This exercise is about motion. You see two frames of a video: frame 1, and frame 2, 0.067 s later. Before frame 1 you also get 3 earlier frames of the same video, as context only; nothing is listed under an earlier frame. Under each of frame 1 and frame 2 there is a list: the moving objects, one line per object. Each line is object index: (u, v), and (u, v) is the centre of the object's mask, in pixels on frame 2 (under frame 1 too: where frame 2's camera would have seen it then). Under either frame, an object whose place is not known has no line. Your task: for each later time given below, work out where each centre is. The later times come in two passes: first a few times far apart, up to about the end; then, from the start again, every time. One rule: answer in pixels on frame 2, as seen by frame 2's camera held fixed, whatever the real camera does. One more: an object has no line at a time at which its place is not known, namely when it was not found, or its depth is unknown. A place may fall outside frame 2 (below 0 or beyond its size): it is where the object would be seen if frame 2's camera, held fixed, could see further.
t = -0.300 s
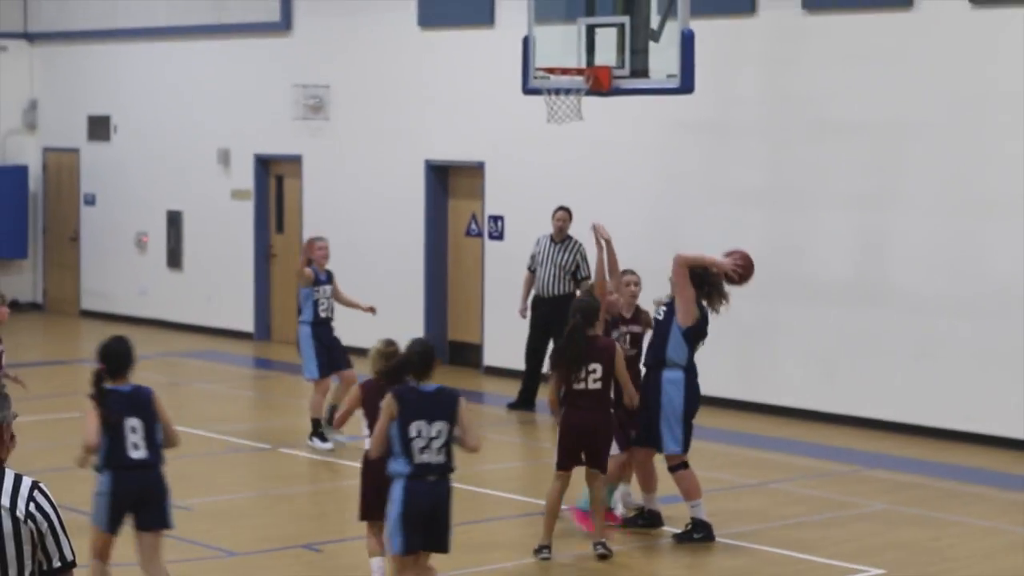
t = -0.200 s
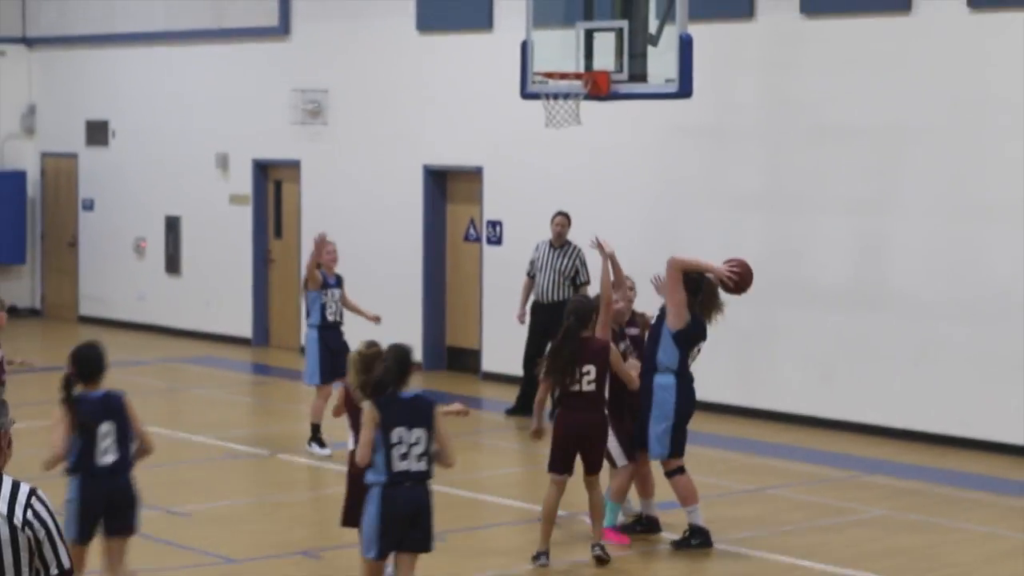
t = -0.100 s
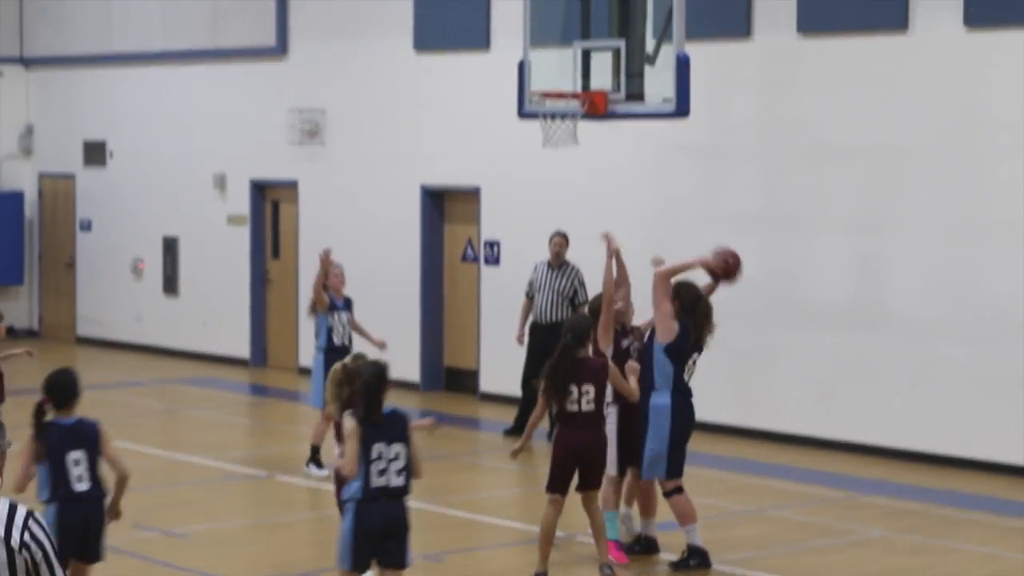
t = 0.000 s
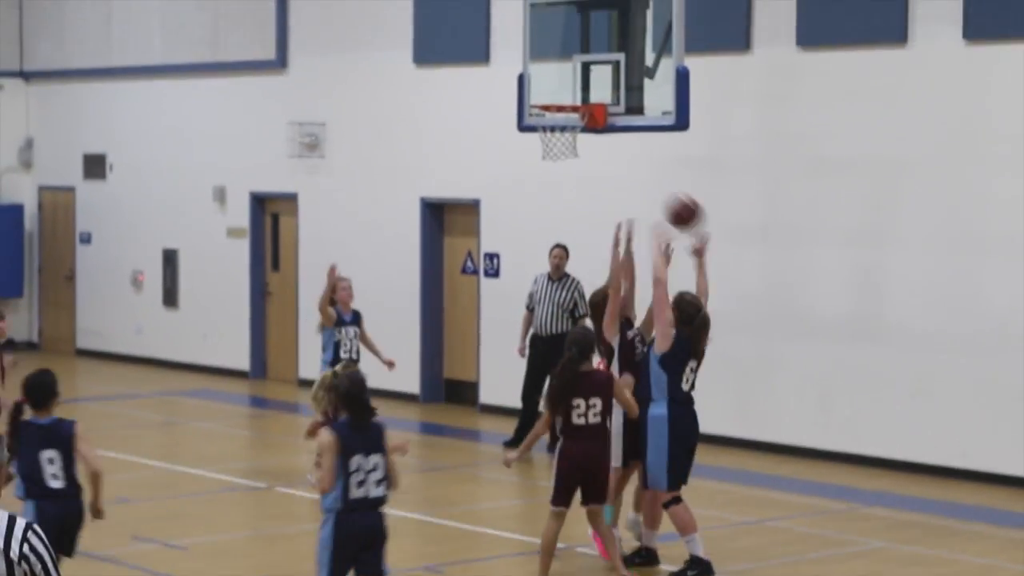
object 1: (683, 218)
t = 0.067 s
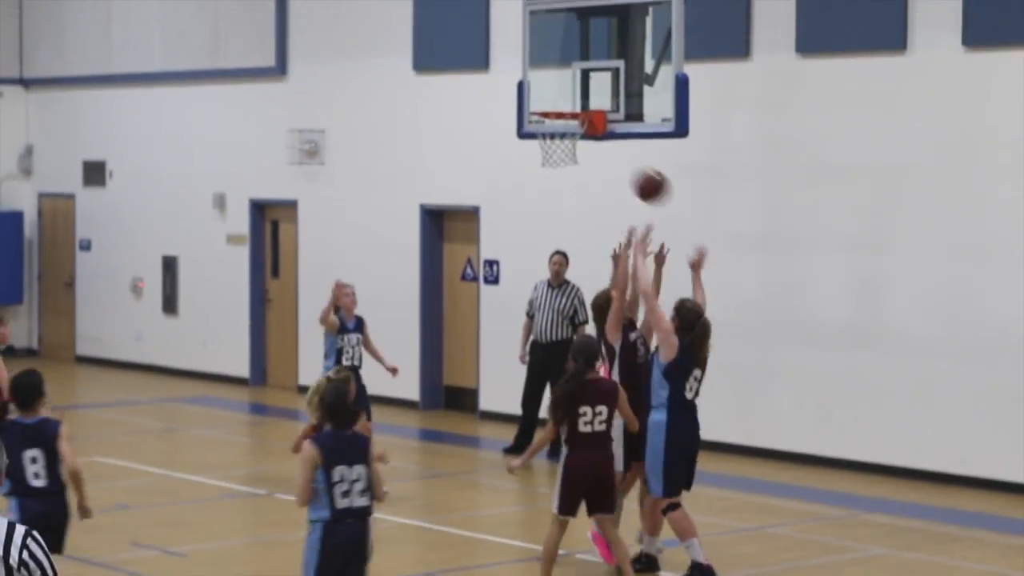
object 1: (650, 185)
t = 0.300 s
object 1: (544, 125)
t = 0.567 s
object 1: (439, 153)
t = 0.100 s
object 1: (634, 172)
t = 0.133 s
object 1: (619, 159)
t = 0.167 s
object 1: (602, 149)
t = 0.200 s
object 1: (587, 140)
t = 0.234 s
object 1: (573, 133)
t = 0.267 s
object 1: (557, 129)
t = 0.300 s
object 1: (544, 125)
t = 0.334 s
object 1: (529, 124)
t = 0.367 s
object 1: (515, 123)
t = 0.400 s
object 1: (501, 124)
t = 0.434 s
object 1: (488, 127)
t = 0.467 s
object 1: (476, 131)
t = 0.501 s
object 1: (463, 137)
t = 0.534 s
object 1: (451, 144)
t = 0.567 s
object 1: (439, 153)
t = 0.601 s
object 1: (427, 163)
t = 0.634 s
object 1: (415, 174)
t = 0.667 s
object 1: (404, 186)
